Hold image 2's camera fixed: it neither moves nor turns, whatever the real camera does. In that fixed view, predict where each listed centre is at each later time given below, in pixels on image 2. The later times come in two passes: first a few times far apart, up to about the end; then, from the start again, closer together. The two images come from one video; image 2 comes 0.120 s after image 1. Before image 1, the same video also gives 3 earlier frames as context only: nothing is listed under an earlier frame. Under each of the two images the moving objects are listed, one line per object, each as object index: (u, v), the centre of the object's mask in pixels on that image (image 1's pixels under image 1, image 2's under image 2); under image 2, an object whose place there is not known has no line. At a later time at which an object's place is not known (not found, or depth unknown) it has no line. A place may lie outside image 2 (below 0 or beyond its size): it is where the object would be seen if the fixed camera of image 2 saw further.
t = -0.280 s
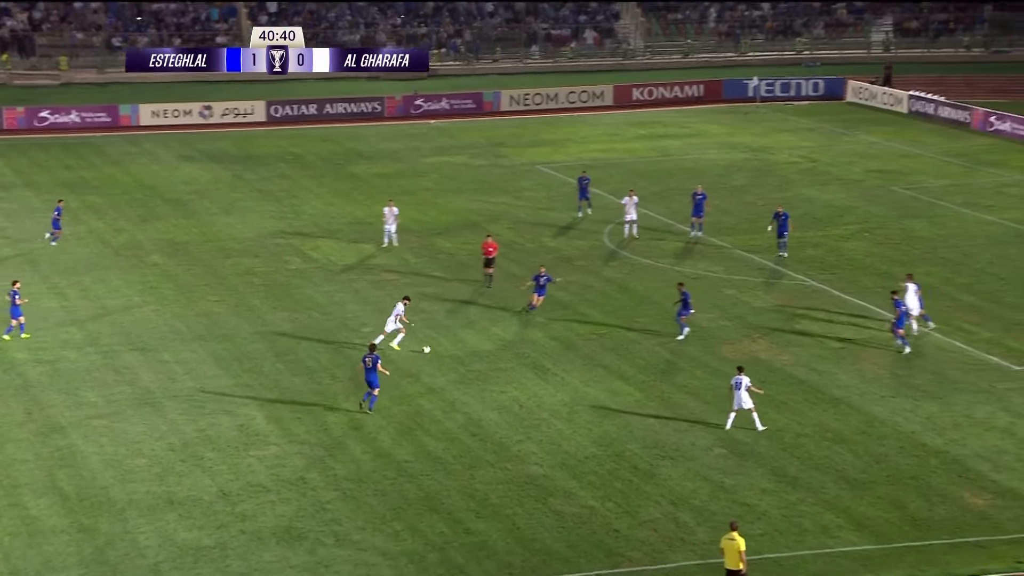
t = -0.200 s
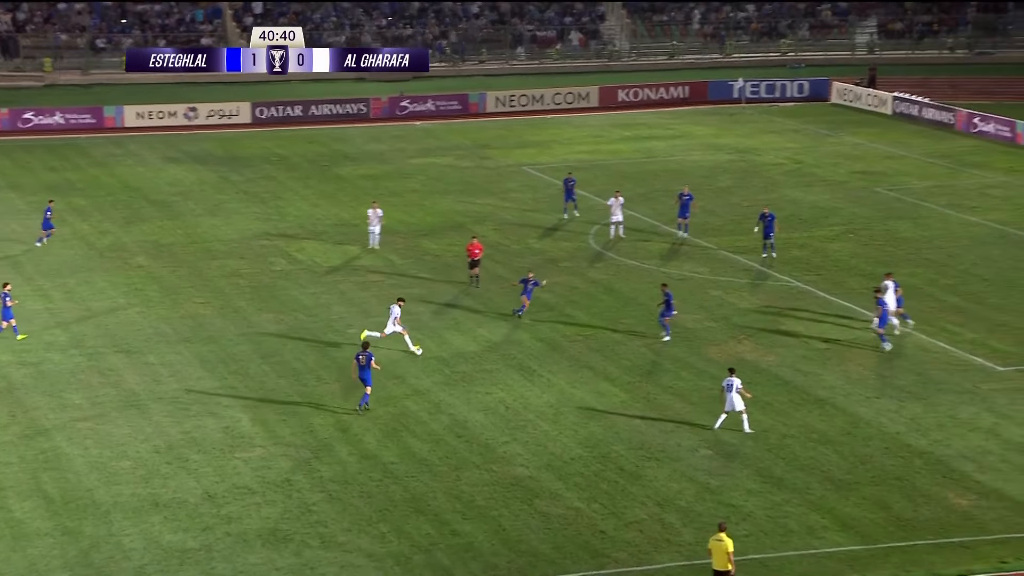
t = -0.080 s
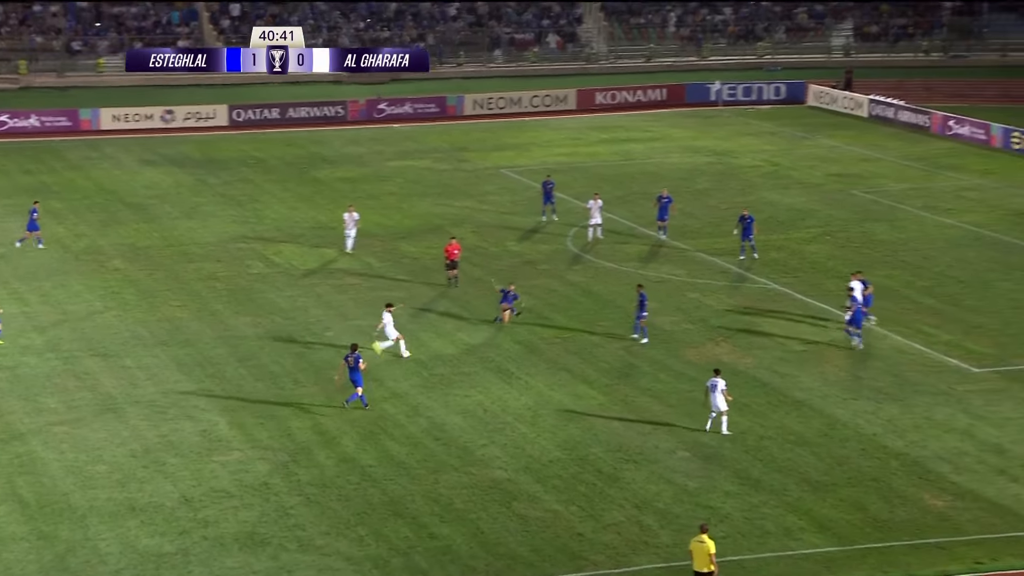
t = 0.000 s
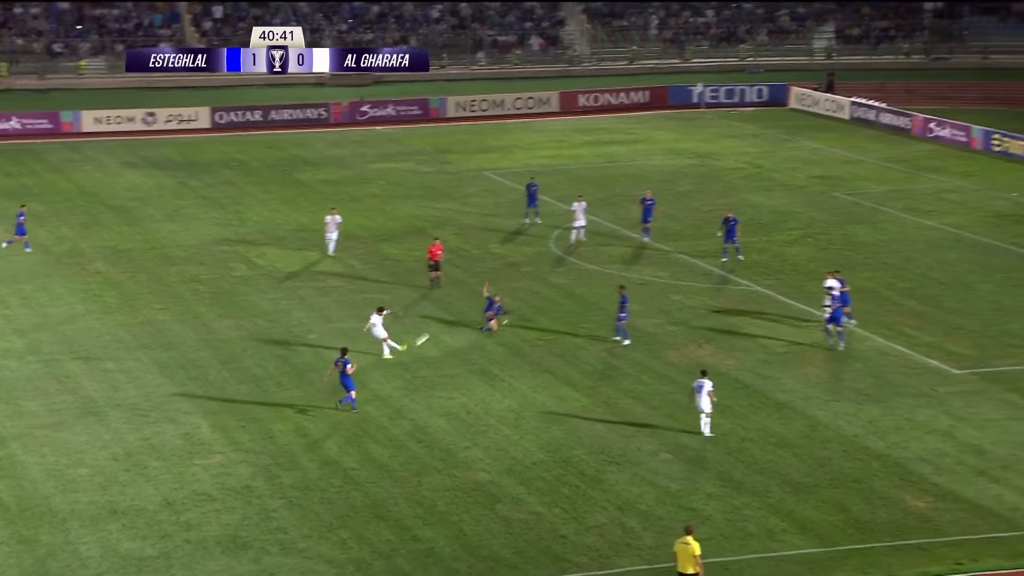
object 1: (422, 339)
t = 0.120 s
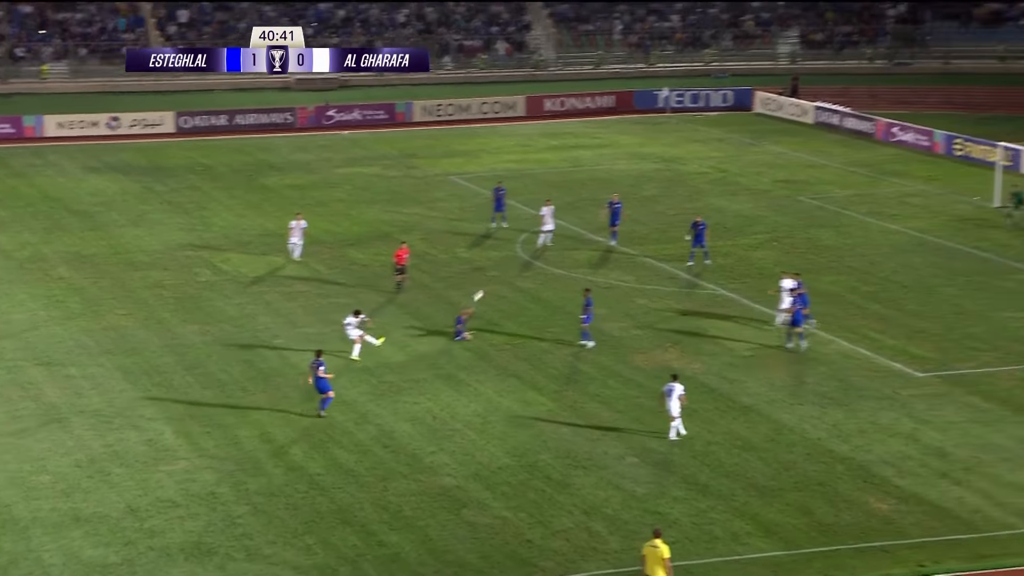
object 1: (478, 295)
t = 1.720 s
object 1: (1054, 147)
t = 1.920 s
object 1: (1058, 144)
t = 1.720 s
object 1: (1054, 147)
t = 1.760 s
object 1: (1056, 145)
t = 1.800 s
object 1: (1059, 144)
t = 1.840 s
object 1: (1060, 144)
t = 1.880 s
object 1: (1062, 144)
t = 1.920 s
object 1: (1058, 144)
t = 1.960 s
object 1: (1053, 143)
